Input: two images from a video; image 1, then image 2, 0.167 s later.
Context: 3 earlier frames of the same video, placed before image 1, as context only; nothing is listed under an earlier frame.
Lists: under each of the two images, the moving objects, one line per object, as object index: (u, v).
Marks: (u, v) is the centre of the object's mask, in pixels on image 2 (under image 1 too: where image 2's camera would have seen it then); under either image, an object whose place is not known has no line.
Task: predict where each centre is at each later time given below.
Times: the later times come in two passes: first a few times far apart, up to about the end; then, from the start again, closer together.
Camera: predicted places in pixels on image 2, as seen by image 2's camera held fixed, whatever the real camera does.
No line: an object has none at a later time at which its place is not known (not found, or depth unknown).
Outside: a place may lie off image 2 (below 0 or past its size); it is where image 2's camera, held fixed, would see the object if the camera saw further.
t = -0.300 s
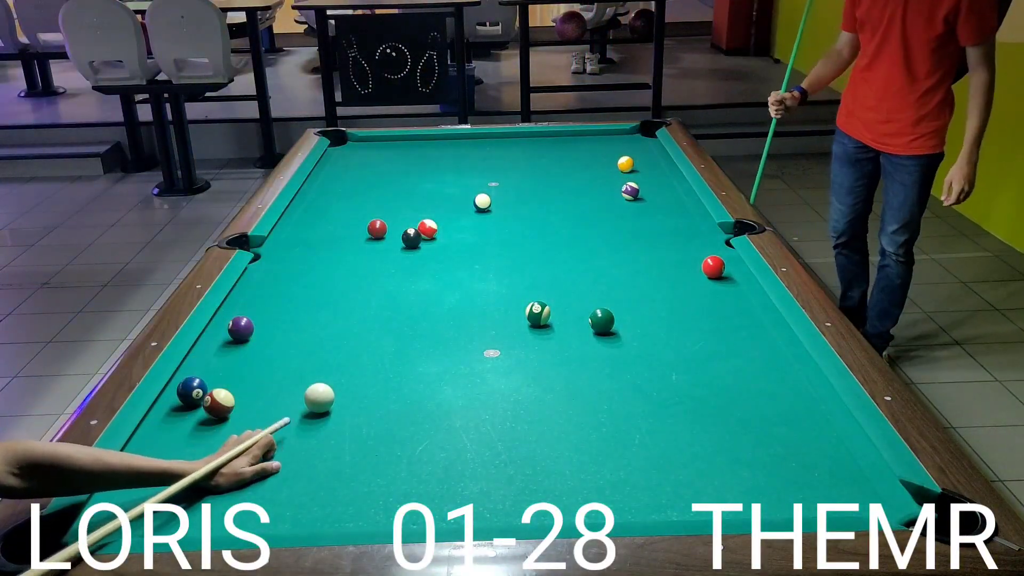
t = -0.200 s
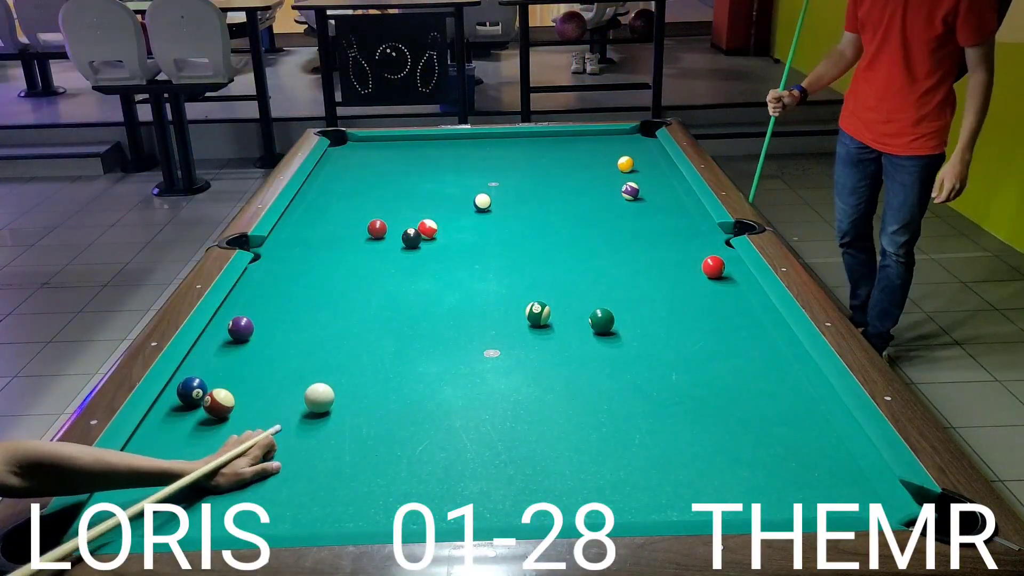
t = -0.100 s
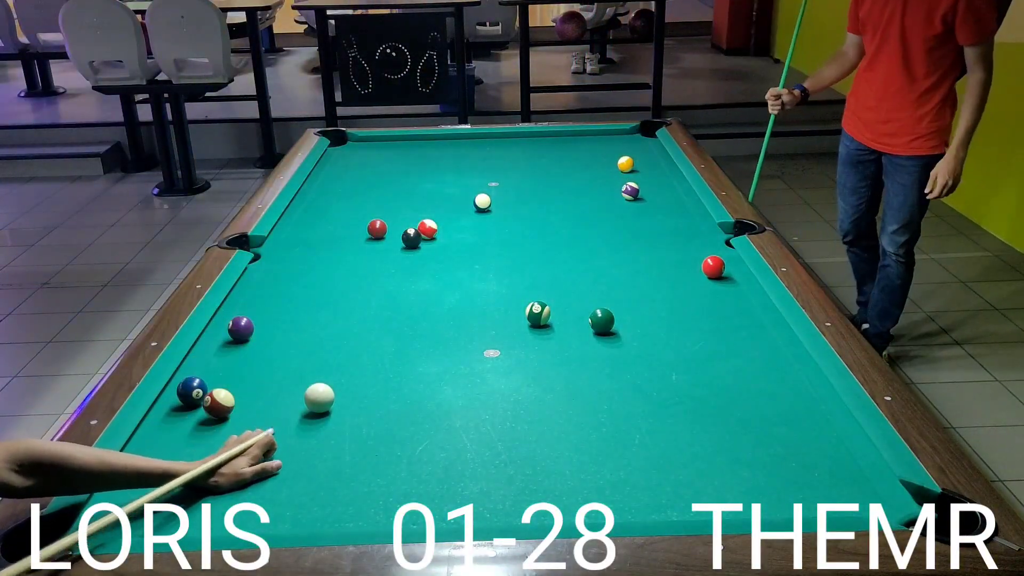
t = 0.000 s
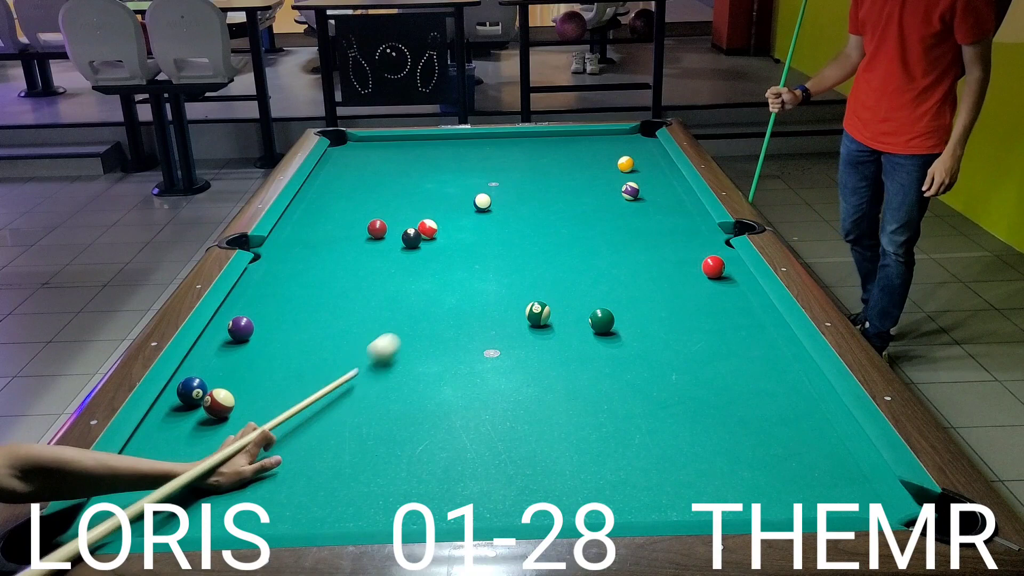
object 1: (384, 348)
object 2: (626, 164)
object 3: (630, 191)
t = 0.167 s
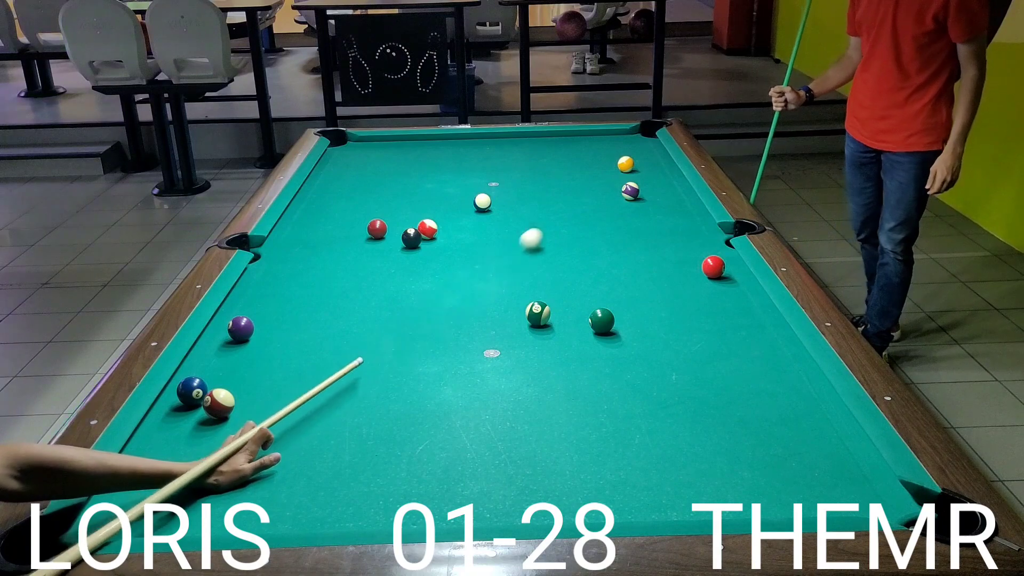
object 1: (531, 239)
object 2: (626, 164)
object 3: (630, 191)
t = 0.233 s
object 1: (570, 210)
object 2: (626, 164)
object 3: (630, 191)
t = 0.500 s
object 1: (657, 168)
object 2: (614, 137)
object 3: (630, 191)
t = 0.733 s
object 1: (604, 172)
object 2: (625, 154)
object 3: (630, 191)
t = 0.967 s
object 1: (558, 175)
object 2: (645, 186)
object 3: (630, 191)
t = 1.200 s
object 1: (512, 178)
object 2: (698, 223)
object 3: (606, 195)
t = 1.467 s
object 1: (461, 181)
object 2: (651, 231)
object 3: (580, 199)
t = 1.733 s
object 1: (410, 185)
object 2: (566, 223)
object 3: (554, 204)
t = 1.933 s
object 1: (373, 188)
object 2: (507, 218)
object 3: (536, 207)
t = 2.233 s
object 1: (316, 192)
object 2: (423, 211)
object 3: (509, 211)
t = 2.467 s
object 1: (322, 193)
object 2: (363, 206)
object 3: (489, 215)
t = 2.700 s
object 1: (343, 194)
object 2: (306, 202)
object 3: (470, 217)
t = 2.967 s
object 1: (365, 194)
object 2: (338, 192)
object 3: (448, 221)
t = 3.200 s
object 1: (384, 195)
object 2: (372, 184)
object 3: (433, 220)
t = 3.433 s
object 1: (403, 195)
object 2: (406, 177)
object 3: (415, 220)
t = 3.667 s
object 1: (419, 196)
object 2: (435, 171)
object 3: (404, 222)
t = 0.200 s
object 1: (552, 224)
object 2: (626, 164)
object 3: (630, 191)
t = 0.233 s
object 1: (570, 210)
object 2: (626, 164)
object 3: (630, 191)
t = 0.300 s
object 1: (601, 187)
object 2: (626, 164)
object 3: (630, 191)
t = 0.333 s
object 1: (615, 177)
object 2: (626, 164)
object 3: (630, 191)
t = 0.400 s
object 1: (644, 168)
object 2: (622, 156)
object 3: (630, 191)
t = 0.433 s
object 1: (659, 167)
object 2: (619, 149)
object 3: (630, 191)
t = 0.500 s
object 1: (657, 168)
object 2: (614, 137)
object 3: (630, 191)
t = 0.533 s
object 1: (648, 169)
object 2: (612, 131)
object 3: (630, 191)
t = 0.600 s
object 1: (632, 170)
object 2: (615, 138)
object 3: (630, 191)
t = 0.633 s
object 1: (624, 171)
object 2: (618, 142)
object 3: (630, 191)
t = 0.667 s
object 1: (618, 171)
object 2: (620, 145)
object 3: (630, 191)
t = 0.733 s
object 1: (604, 172)
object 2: (625, 154)
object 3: (630, 191)
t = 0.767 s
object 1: (597, 172)
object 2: (628, 158)
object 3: (630, 191)
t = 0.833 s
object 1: (584, 173)
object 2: (633, 167)
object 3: (630, 191)
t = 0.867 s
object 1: (578, 174)
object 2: (636, 171)
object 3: (630, 191)
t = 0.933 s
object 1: (564, 174)
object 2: (642, 180)
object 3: (630, 191)
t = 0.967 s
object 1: (558, 175)
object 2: (645, 186)
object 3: (630, 191)
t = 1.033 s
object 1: (545, 176)
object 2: (658, 196)
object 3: (624, 192)
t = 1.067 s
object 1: (538, 176)
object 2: (665, 201)
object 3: (620, 193)
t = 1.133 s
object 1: (525, 177)
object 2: (681, 212)
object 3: (613, 194)
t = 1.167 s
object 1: (519, 177)
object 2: (689, 217)
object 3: (609, 195)
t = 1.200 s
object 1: (512, 178)
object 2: (698, 223)
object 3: (606, 195)
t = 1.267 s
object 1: (500, 179)
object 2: (715, 235)
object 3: (600, 196)
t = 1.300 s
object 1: (493, 179)
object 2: (719, 238)
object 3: (597, 197)
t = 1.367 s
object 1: (480, 180)
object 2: (690, 235)
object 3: (590, 198)
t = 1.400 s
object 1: (474, 180)
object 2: (676, 233)
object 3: (587, 198)
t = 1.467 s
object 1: (461, 181)
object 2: (651, 231)
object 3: (580, 199)
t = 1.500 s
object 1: (455, 182)
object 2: (640, 230)
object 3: (577, 200)
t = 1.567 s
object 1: (442, 183)
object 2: (618, 228)
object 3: (570, 201)
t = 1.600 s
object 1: (436, 183)
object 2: (608, 227)
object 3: (567, 201)
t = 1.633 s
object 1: (429, 183)
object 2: (597, 226)
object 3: (564, 202)
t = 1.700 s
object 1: (417, 184)
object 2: (576, 224)
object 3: (558, 203)
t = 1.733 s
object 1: (410, 185)
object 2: (566, 223)
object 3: (554, 204)
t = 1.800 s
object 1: (398, 186)
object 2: (546, 221)
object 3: (549, 204)
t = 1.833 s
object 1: (392, 186)
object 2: (536, 221)
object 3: (546, 205)
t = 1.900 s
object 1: (379, 187)
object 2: (516, 219)
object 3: (539, 206)
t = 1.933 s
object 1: (373, 188)
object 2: (507, 218)
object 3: (536, 207)
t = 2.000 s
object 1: (360, 189)
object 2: (488, 217)
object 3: (530, 208)
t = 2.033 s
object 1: (354, 189)
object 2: (478, 216)
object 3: (527, 208)
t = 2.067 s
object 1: (348, 189)
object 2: (469, 215)
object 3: (524, 208)
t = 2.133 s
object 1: (335, 190)
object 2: (450, 214)
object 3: (518, 209)
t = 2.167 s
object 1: (329, 191)
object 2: (441, 213)
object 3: (515, 210)
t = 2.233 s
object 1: (316, 192)
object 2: (423, 211)
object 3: (509, 211)
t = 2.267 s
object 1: (310, 192)
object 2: (414, 211)
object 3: (506, 212)
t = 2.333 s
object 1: (309, 193)
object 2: (397, 209)
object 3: (500, 212)
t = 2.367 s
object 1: (312, 193)
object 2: (389, 208)
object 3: (498, 213)
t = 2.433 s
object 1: (319, 193)
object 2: (371, 207)
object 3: (492, 214)
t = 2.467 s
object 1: (322, 193)
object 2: (363, 206)
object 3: (489, 215)
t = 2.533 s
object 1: (328, 193)
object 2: (346, 205)
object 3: (483, 215)
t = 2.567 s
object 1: (330, 192)
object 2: (338, 204)
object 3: (480, 216)
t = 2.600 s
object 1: (334, 191)
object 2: (330, 204)
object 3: (478, 216)
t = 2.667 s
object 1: (340, 193)
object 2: (314, 202)
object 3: (472, 217)
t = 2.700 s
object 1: (343, 194)
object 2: (306, 202)
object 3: (470, 217)
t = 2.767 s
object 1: (349, 194)
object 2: (307, 200)
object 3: (464, 218)
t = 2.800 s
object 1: (351, 194)
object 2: (312, 198)
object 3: (461, 219)
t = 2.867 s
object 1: (357, 194)
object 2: (323, 196)
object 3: (456, 219)
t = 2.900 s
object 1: (360, 194)
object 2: (328, 195)
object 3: (453, 220)
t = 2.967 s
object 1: (365, 194)
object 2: (338, 192)
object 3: (448, 221)
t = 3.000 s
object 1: (368, 194)
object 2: (343, 191)
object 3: (446, 221)
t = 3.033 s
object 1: (371, 194)
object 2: (348, 190)
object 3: (444, 222)
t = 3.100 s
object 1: (376, 195)
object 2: (358, 188)
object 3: (440, 221)
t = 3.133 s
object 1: (379, 195)
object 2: (363, 187)
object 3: (437, 221)
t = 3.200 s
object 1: (384, 195)
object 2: (372, 184)
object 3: (433, 220)
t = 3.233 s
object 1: (387, 195)
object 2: (377, 183)
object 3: (431, 219)
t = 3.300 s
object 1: (392, 195)
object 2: (386, 181)
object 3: (425, 218)
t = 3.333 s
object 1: (395, 195)
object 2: (393, 179)
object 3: (422, 219)
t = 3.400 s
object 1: (400, 195)
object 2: (402, 178)
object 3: (417, 219)
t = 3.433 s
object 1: (403, 195)
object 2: (406, 177)
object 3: (415, 220)
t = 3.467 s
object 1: (405, 196)
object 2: (410, 176)
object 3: (414, 220)
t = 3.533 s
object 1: (409, 196)
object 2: (417, 175)
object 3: (411, 220)
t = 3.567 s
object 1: (412, 196)
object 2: (423, 174)
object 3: (409, 221)
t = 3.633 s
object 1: (417, 196)
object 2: (431, 172)
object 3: (406, 222)
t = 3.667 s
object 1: (419, 196)
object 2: (435, 171)
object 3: (404, 222)
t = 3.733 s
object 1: (423, 196)
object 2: (442, 169)
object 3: (401, 223)
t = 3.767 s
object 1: (425, 196)
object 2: (446, 168)
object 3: (400, 223)
